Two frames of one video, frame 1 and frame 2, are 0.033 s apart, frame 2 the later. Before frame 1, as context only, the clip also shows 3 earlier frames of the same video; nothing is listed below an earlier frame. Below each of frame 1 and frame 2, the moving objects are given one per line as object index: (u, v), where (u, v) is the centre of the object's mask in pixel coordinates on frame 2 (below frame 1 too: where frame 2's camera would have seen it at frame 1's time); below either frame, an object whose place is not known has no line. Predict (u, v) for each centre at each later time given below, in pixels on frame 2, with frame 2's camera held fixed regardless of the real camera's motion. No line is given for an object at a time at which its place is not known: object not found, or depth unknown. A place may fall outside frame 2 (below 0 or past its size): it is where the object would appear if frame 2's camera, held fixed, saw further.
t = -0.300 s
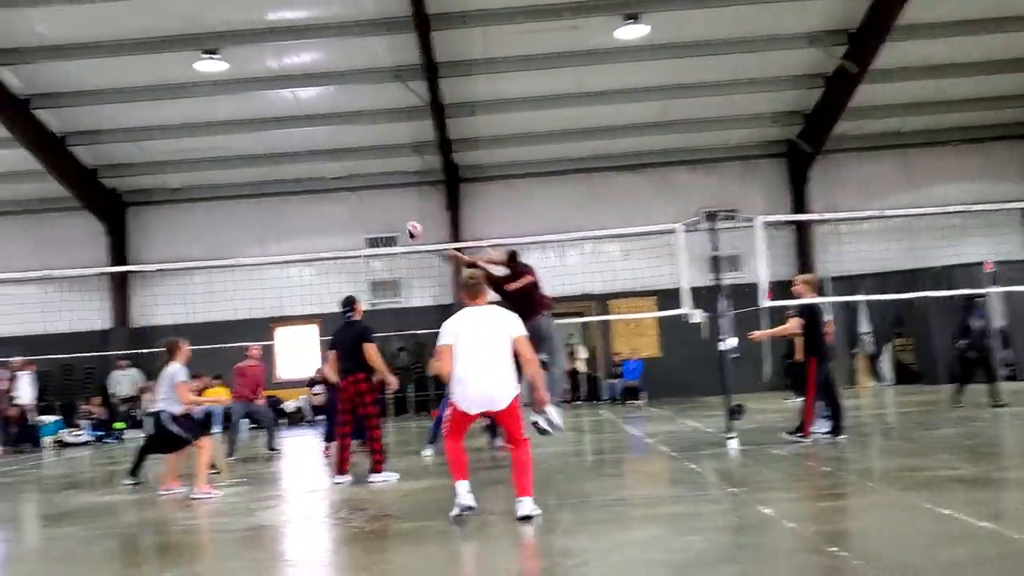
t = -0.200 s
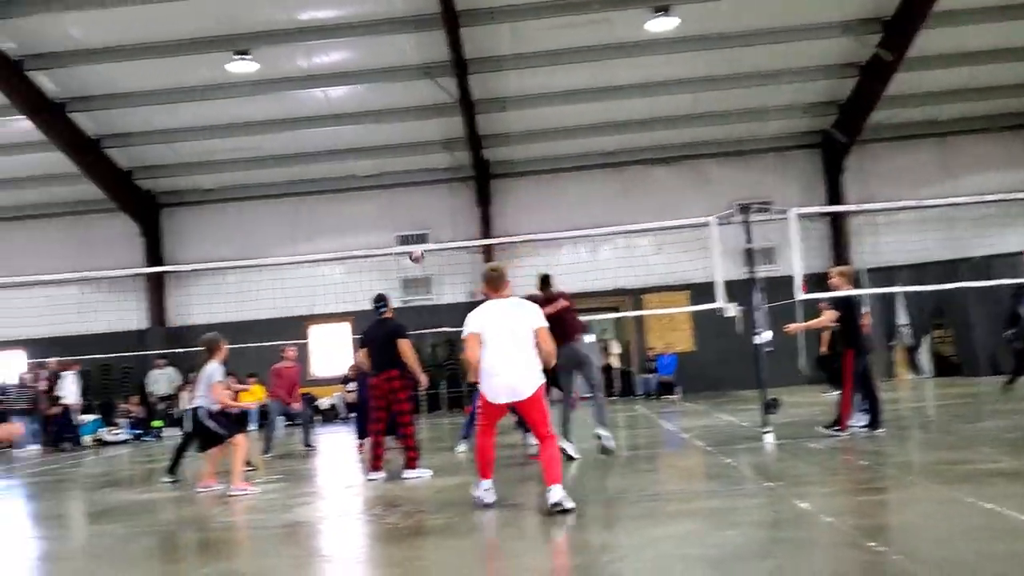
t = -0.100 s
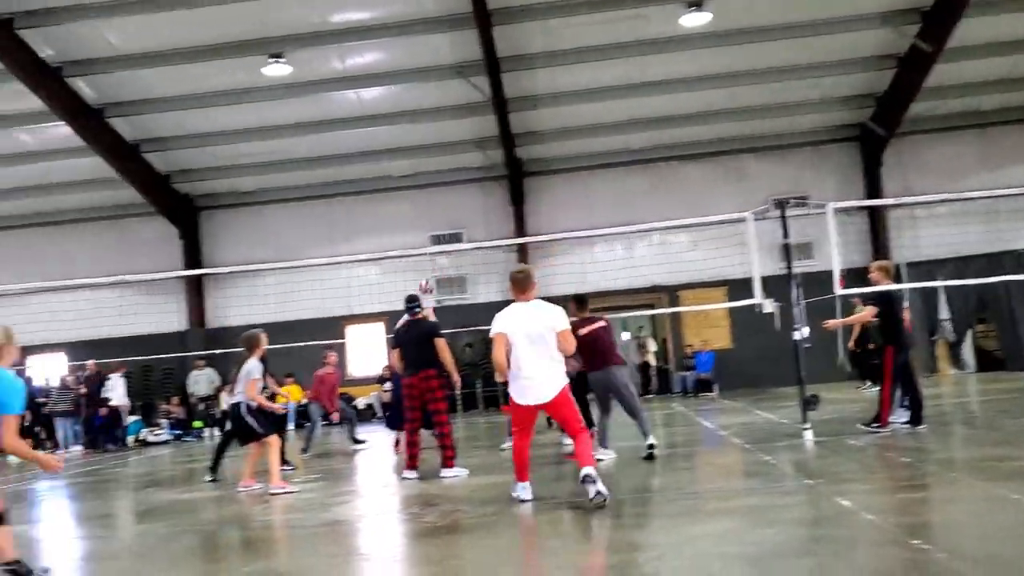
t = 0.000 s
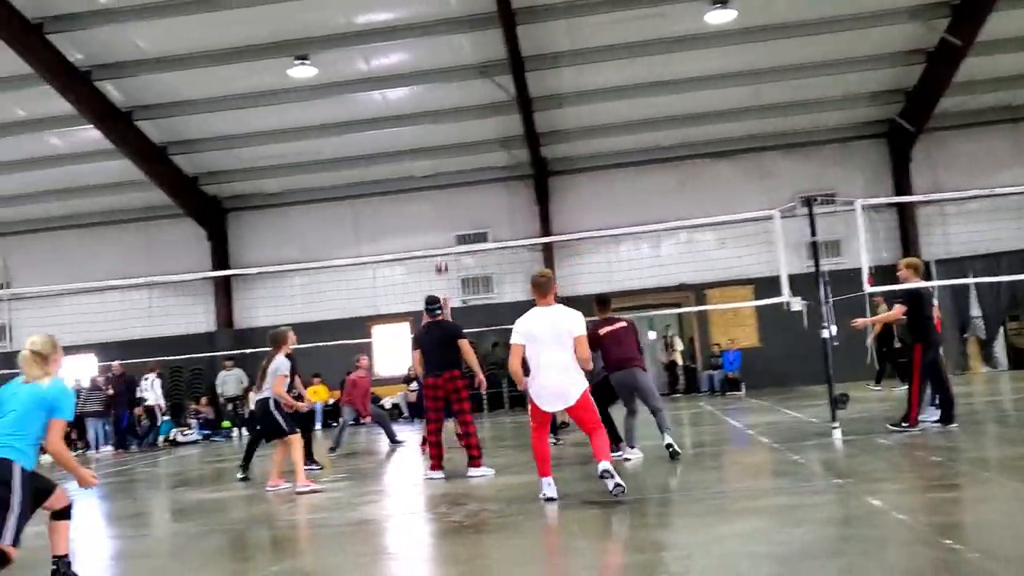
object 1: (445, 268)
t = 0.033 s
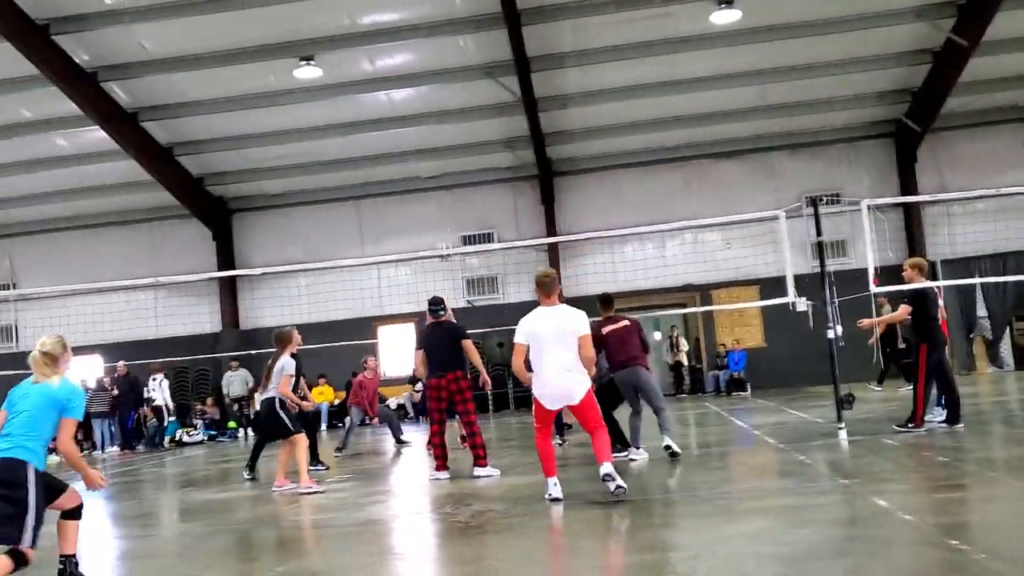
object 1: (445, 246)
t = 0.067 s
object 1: (444, 236)
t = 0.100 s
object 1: (444, 222)
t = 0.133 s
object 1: (444, 209)
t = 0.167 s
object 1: (443, 195)
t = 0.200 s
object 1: (444, 183)
